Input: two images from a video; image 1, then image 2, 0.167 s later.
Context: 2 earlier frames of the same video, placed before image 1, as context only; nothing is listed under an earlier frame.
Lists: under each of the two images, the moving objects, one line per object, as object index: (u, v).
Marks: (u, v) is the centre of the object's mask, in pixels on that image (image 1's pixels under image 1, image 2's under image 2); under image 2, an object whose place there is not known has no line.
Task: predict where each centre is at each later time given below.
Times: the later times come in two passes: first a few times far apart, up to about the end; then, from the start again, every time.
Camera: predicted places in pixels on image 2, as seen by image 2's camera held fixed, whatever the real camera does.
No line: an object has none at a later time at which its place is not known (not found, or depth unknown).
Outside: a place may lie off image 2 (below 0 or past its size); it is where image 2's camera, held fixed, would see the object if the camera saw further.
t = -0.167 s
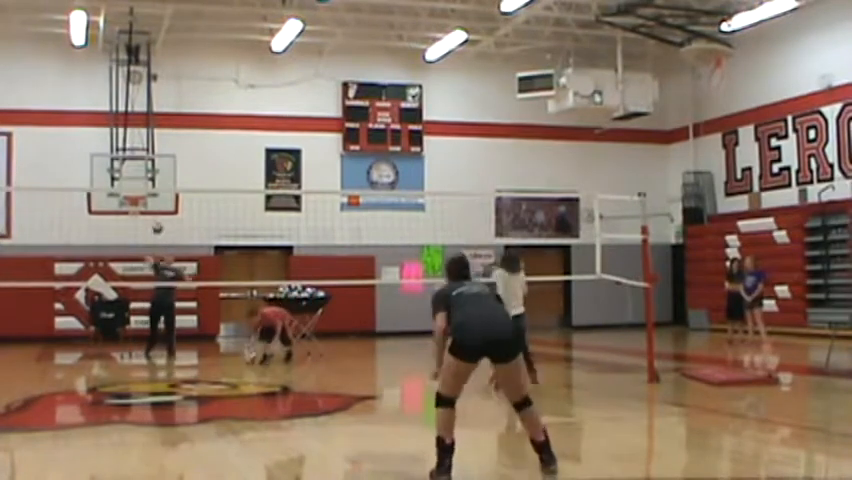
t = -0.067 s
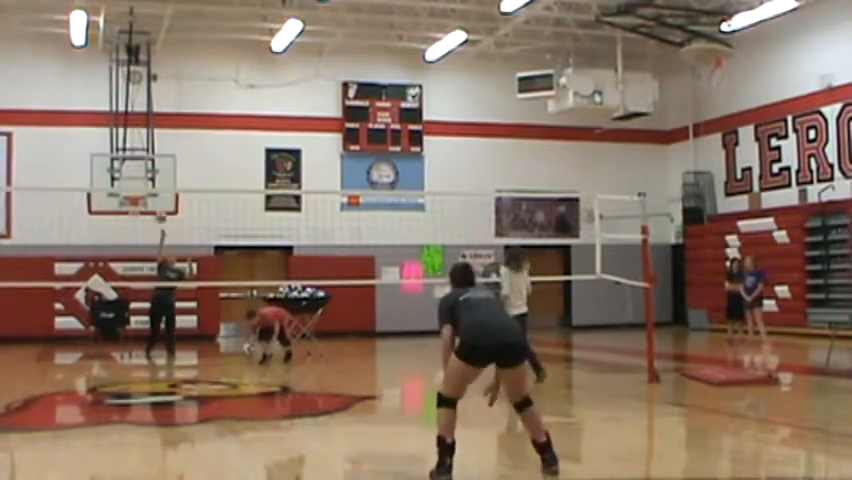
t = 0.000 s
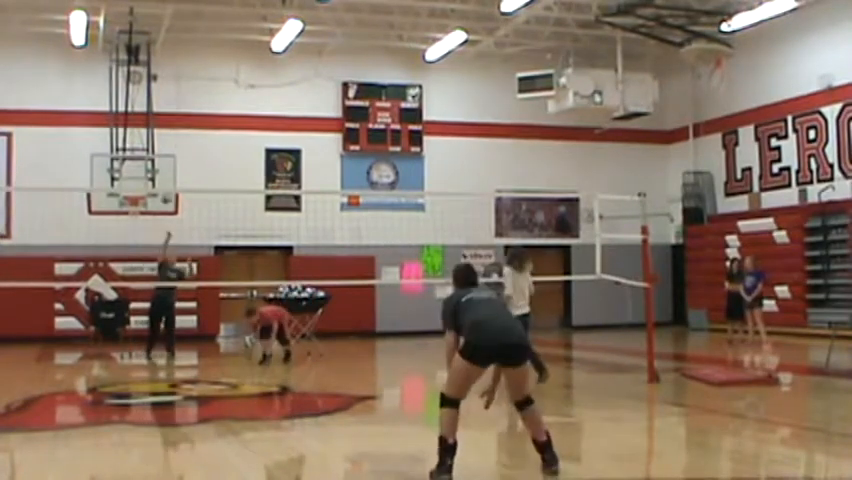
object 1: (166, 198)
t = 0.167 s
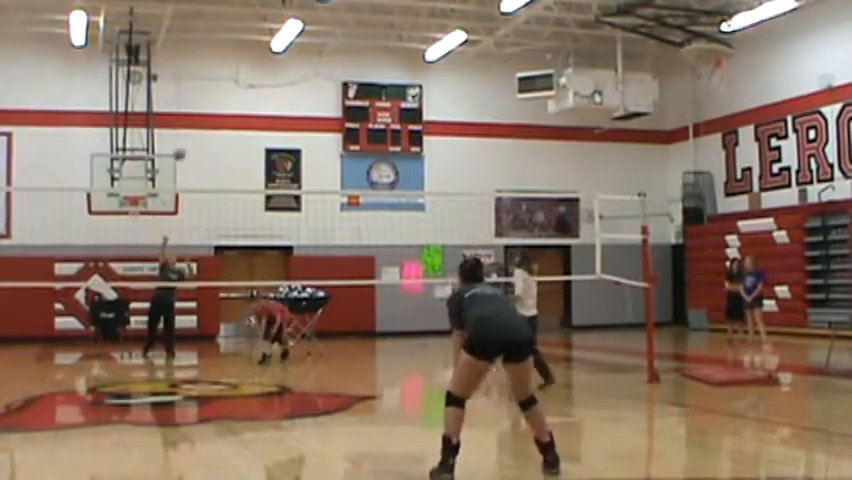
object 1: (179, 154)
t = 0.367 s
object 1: (197, 119)
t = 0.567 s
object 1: (214, 106)
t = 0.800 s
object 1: (244, 139)
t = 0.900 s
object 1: (256, 177)
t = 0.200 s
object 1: (182, 147)
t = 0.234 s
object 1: (185, 139)
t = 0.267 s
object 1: (187, 133)
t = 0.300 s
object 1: (190, 126)
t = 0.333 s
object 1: (194, 121)
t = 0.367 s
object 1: (197, 119)
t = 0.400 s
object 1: (199, 110)
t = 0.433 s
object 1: (202, 108)
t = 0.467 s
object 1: (205, 107)
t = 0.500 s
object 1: (208, 106)
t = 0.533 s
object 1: (211, 106)
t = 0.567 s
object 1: (214, 106)
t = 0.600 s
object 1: (218, 107)
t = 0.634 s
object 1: (222, 108)
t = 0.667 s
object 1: (225, 112)
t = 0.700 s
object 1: (231, 116)
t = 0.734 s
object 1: (234, 122)
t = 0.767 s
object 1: (239, 130)
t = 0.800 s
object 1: (244, 139)
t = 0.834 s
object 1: (248, 150)
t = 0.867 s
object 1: (253, 162)
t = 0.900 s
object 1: (256, 177)
